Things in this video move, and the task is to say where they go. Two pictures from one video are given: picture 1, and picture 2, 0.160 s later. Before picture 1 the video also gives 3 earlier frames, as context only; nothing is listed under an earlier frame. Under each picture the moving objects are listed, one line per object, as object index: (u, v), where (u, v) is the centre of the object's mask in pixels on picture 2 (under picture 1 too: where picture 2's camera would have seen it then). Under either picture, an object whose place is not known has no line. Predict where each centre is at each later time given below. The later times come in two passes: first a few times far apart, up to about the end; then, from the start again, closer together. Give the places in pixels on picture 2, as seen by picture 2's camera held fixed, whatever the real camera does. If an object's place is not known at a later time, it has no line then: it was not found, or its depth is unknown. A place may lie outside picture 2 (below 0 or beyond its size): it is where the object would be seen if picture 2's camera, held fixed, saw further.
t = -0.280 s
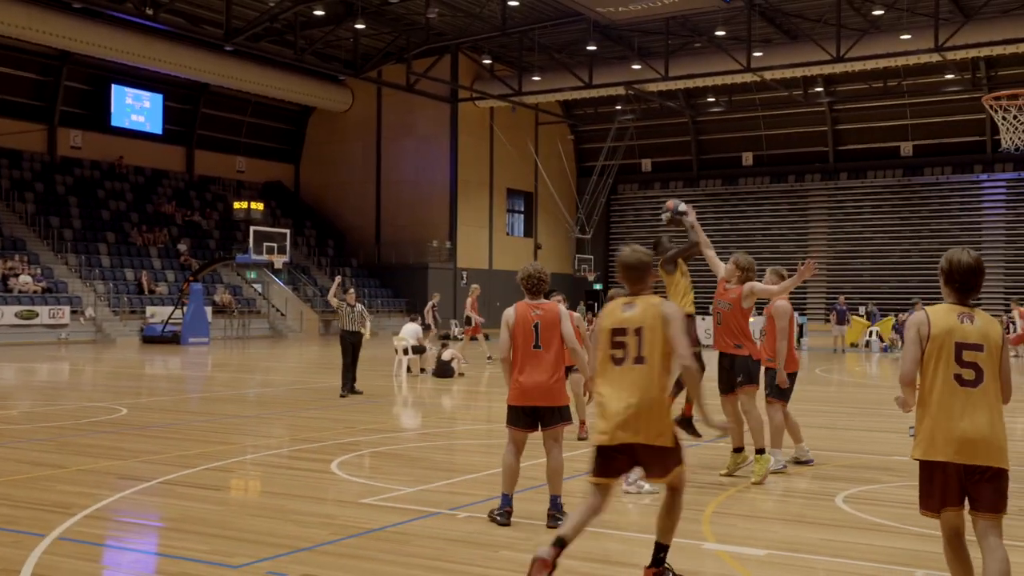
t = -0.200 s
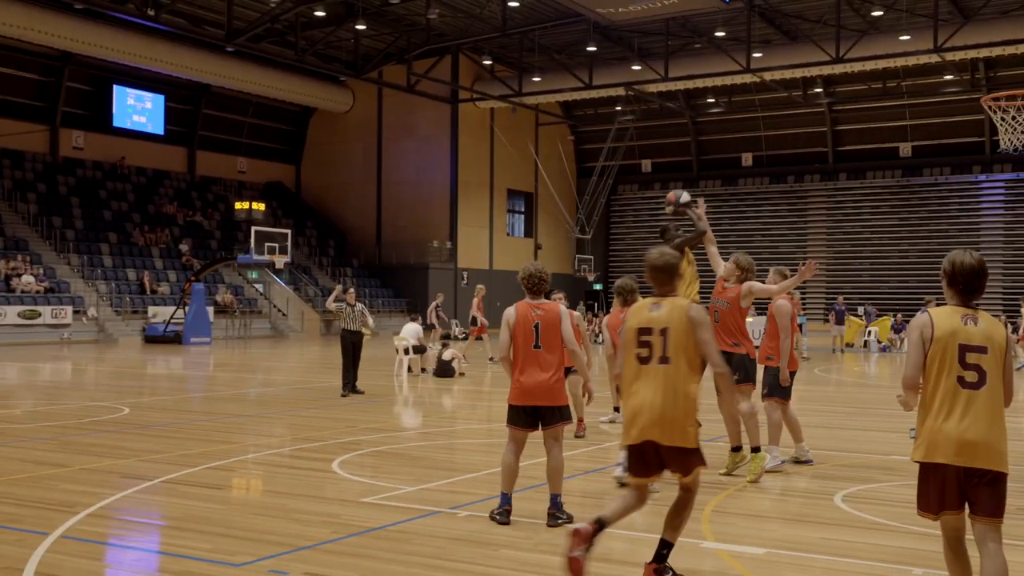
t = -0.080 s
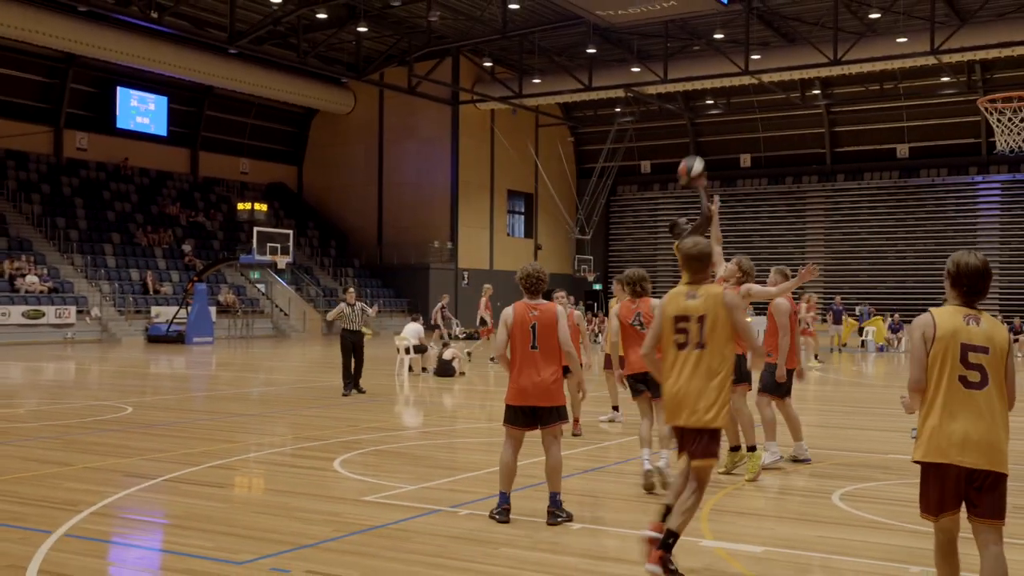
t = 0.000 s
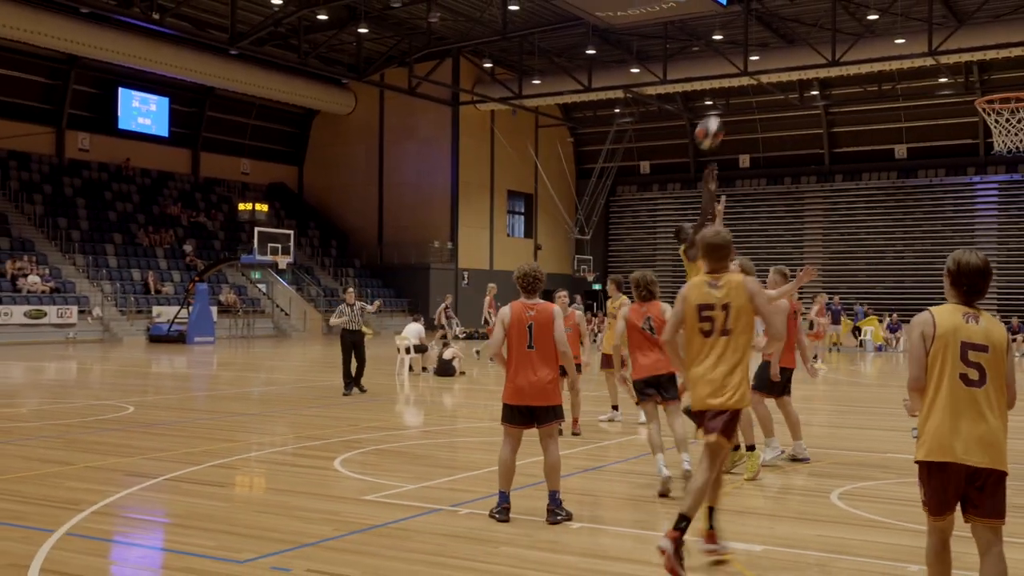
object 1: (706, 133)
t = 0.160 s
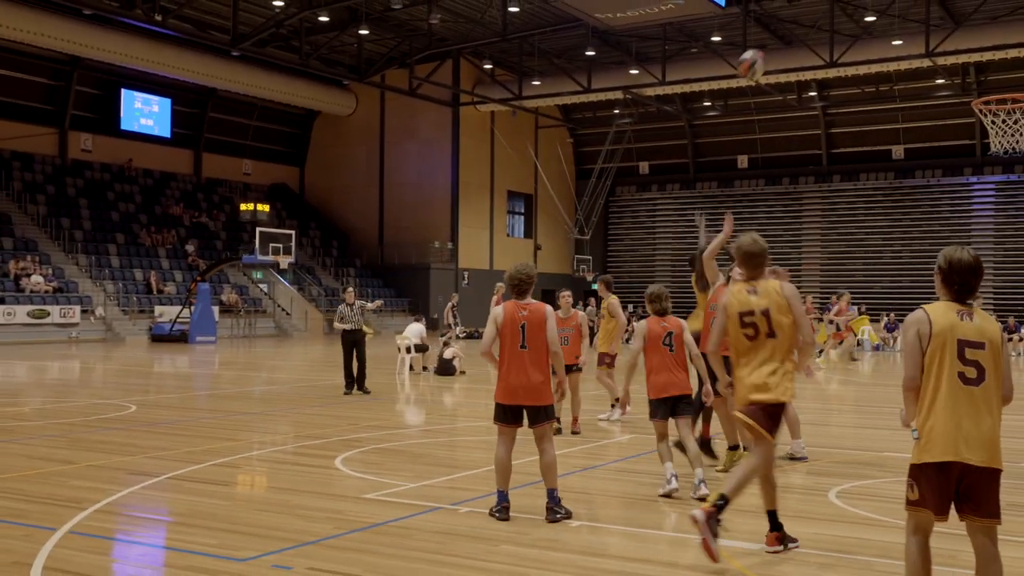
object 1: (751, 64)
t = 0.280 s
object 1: (786, 30)
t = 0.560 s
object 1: (873, 8)
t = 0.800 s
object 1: (954, 63)
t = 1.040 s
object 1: (948, 55)
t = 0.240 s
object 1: (774, 40)
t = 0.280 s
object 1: (786, 30)
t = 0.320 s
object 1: (797, 22)
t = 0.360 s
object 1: (809, 14)
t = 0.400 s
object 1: (820, 11)
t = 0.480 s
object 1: (845, 8)
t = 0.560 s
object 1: (873, 8)
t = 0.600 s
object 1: (886, 10)
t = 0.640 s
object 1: (898, 14)
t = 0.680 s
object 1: (911, 23)
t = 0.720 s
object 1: (925, 34)
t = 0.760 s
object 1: (940, 44)
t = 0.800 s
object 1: (954, 63)
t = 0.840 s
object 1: (969, 80)
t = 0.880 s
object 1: (970, 80)
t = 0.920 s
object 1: (965, 71)
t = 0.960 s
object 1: (960, 64)
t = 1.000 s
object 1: (954, 59)
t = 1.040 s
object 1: (948, 55)
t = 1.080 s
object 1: (942, 54)
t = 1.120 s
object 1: (937, 54)
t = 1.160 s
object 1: (931, 57)
